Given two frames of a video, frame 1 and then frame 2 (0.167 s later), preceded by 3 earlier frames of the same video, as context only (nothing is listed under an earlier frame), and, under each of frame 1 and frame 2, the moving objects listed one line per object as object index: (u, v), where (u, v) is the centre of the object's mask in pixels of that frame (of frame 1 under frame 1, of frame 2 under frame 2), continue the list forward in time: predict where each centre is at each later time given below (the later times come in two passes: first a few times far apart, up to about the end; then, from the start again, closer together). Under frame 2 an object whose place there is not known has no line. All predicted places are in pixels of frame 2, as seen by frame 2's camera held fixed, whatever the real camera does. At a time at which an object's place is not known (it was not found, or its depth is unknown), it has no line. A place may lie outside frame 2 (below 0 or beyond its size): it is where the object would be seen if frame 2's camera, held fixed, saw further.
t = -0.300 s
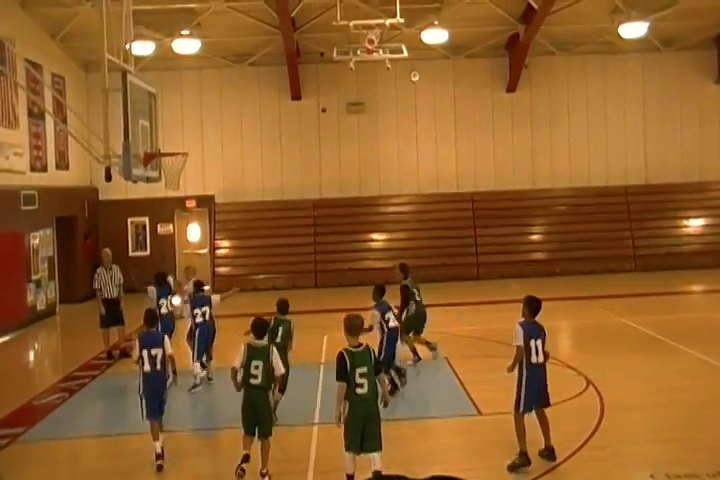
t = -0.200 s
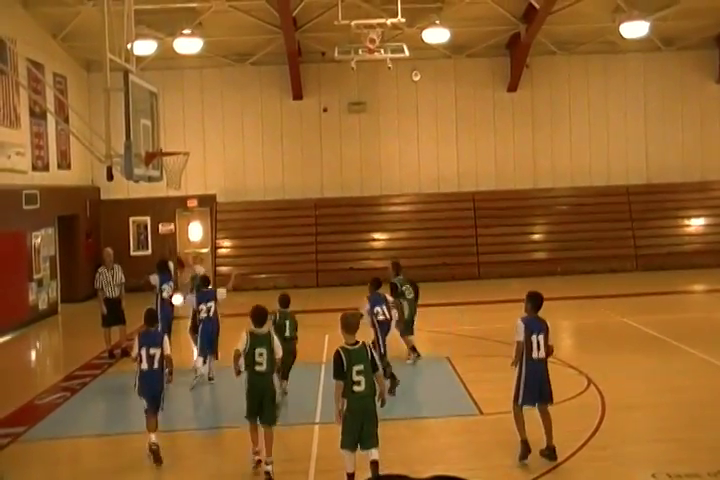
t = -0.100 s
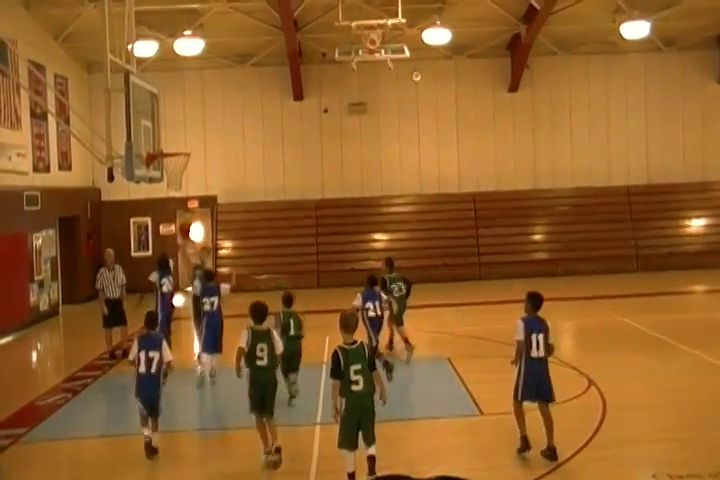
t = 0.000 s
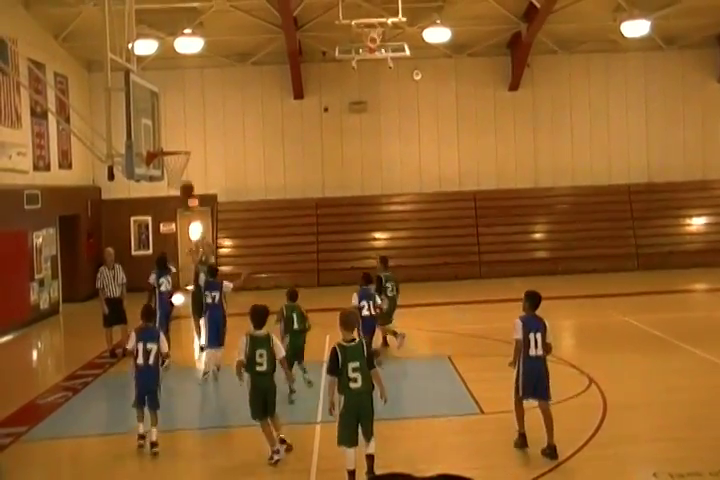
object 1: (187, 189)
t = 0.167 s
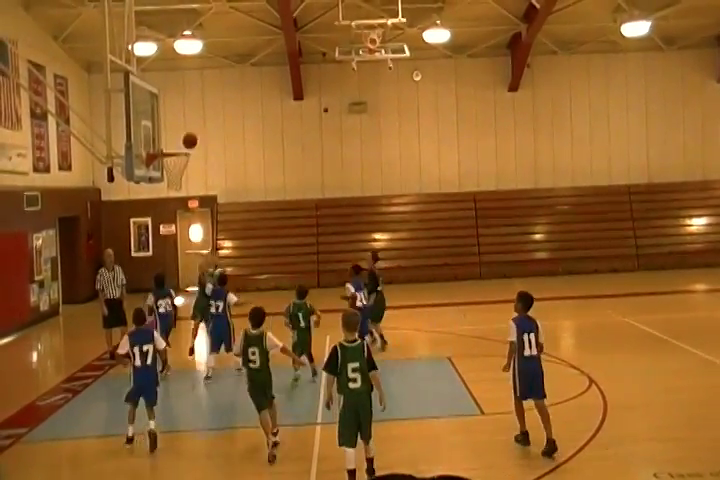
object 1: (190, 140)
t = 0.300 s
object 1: (192, 113)
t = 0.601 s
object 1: (201, 95)
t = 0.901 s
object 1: (214, 145)
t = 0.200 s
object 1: (190, 132)
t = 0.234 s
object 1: (191, 125)
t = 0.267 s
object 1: (192, 119)
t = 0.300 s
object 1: (192, 113)
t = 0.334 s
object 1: (194, 107)
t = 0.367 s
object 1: (194, 103)
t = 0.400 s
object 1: (196, 100)
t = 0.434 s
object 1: (196, 97)
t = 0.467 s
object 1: (197, 95)
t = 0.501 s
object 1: (198, 94)
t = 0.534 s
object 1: (199, 94)
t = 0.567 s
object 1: (200, 94)
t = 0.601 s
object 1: (201, 95)
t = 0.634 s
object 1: (203, 98)
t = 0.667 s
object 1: (204, 100)
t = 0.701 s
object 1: (205, 104)
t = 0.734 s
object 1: (206, 109)
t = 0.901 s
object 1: (214, 145)
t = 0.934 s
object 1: (215, 154)
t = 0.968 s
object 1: (217, 164)
